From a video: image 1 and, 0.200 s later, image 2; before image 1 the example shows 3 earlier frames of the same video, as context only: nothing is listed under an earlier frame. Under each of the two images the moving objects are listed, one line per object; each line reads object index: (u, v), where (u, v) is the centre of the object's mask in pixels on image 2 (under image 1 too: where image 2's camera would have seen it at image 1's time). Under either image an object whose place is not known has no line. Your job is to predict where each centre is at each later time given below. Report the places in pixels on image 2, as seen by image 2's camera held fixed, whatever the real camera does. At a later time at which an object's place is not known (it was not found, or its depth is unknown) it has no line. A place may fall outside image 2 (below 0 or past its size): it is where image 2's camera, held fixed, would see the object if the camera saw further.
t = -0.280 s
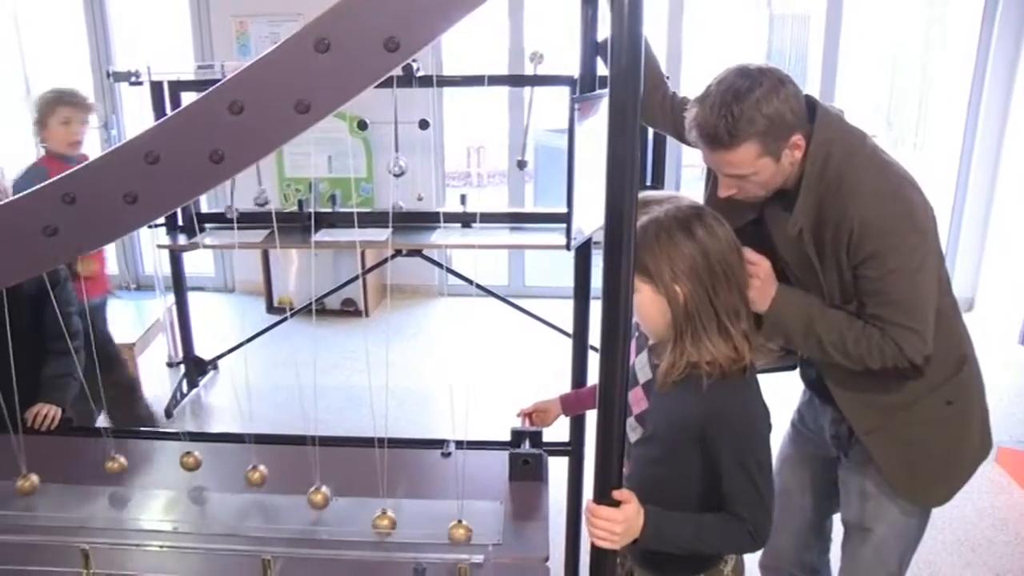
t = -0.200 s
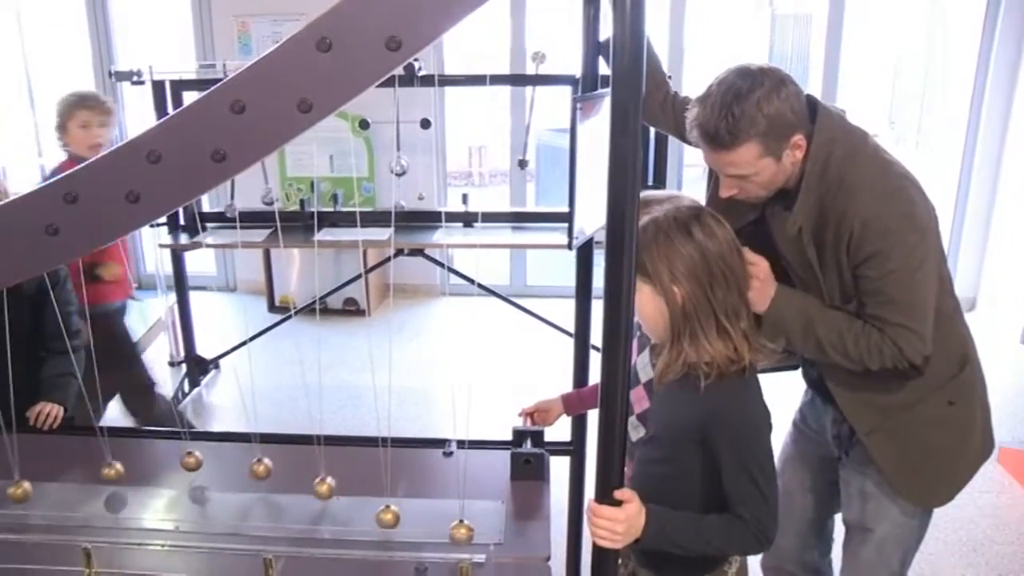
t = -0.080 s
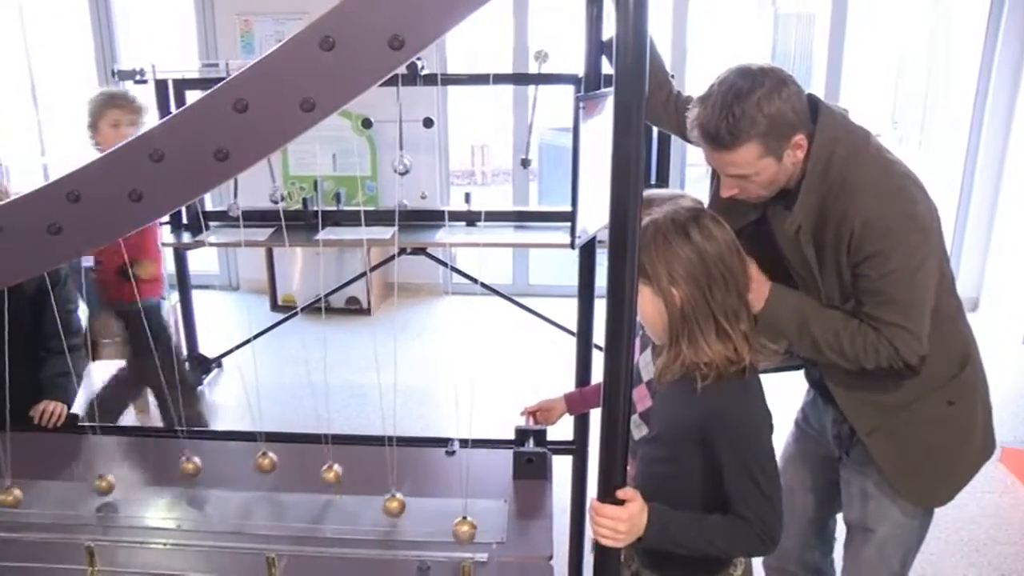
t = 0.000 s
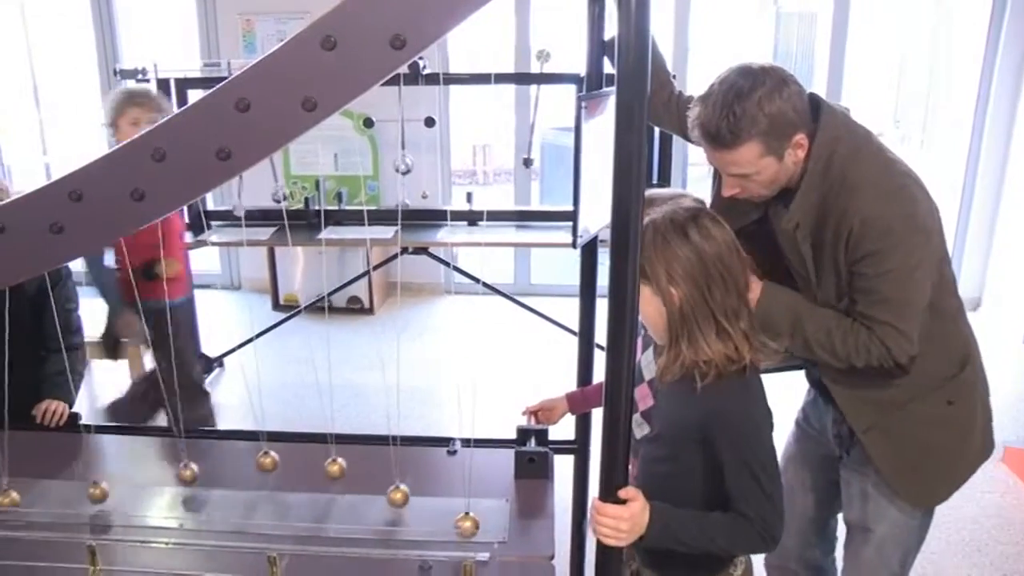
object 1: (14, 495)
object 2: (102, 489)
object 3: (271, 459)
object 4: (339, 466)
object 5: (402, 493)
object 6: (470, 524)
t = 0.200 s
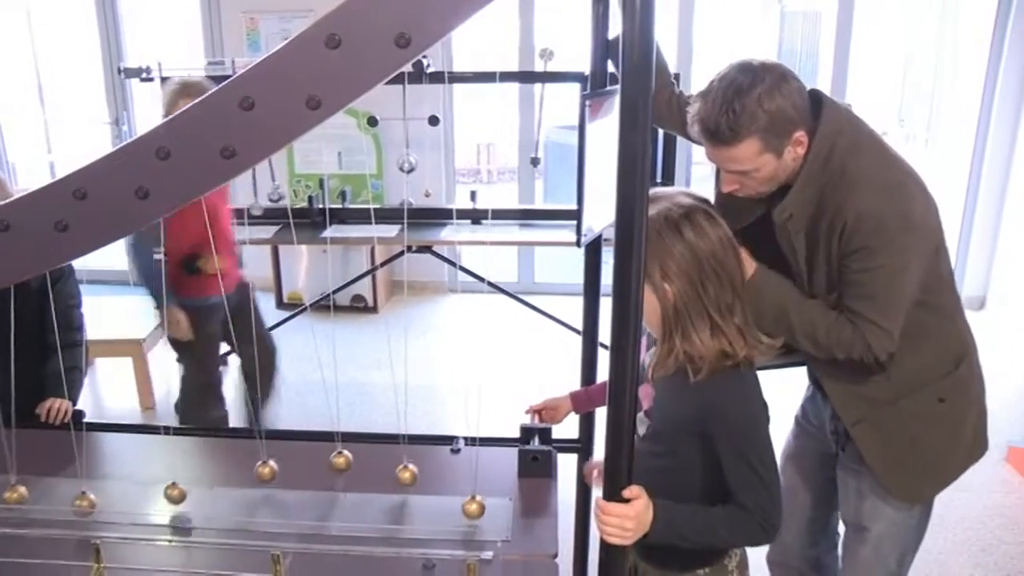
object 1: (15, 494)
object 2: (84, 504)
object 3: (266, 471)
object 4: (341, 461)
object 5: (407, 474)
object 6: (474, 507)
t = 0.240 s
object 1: (19, 493)
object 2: (82, 505)
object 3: (264, 474)
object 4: (341, 461)
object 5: (408, 471)
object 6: (474, 503)
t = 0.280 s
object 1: (22, 491)
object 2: (82, 505)
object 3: (263, 477)
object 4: (340, 462)
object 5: (408, 468)
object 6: (474, 499)
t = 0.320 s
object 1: (26, 487)
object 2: (81, 505)
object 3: (260, 481)
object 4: (340, 464)
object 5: (409, 466)
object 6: (475, 495)
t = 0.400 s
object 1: (36, 480)
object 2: (83, 504)
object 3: (254, 490)
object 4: (338, 469)
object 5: (409, 463)
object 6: (475, 488)
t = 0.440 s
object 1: (41, 475)
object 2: (86, 502)
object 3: (252, 495)
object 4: (336, 472)
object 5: (410, 463)
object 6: (476, 484)
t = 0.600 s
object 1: (57, 459)
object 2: (99, 491)
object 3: (241, 509)
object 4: (329, 489)
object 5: (409, 466)
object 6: (477, 471)
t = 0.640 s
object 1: (59, 455)
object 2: (103, 487)
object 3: (240, 512)
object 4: (327, 493)
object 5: (408, 468)
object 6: (477, 469)
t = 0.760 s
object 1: (64, 449)
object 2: (115, 474)
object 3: (236, 516)
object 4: (322, 505)
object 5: (406, 477)
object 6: (478, 466)
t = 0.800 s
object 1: (65, 449)
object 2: (118, 470)
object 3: (236, 516)
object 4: (321, 509)
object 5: (405, 479)
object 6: (478, 466)
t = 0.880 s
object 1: (63, 450)
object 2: (125, 462)
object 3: (236, 516)
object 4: (317, 512)
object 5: (403, 489)
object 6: (478, 467)
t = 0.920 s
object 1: (62, 452)
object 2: (127, 459)
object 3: (237, 515)
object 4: (316, 515)
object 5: (401, 492)
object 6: (478, 468)
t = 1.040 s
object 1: (53, 463)
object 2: (131, 453)
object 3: (243, 507)
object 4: (314, 519)
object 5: (398, 505)
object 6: (478, 475)
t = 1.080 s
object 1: (49, 467)
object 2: (131, 453)
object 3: (245, 505)
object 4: (314, 520)
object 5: (396, 508)
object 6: (477, 477)
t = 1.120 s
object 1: (45, 471)
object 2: (130, 453)
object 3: (247, 501)
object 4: (314, 520)
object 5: (395, 512)
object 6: (477, 481)
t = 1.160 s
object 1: (40, 476)
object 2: (129, 454)
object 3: (250, 497)
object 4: (314, 519)
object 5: (394, 514)
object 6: (476, 484)
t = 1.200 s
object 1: (36, 479)
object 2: (128, 457)
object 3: (253, 493)
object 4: (315, 517)
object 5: (393, 517)
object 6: (476, 487)
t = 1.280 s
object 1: (26, 487)
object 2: (124, 463)
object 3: (258, 484)
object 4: (317, 512)
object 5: (392, 522)
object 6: (475, 495)
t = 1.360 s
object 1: (17, 493)
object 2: (117, 471)
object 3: (263, 476)
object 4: (320, 507)
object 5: (391, 524)
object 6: (474, 503)
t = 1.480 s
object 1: (11, 496)
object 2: (105, 484)
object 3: (268, 465)
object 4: (327, 495)
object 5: (391, 524)
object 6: (471, 514)
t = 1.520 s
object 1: (10, 496)
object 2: (102, 488)
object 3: (269, 463)
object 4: (329, 491)
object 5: (392, 523)
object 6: (470, 516)
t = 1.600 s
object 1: (12, 495)
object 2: (94, 495)
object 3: (271, 460)
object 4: (333, 482)
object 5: (393, 520)
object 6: (469, 522)
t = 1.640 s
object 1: (14, 494)
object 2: (91, 498)
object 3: (271, 459)
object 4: (334, 478)
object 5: (394, 515)
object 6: (469, 525)
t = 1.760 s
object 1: (24, 489)
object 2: (83, 504)
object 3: (270, 461)
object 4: (338, 467)
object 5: (397, 507)
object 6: (468, 528)
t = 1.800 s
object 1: (30, 485)
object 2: (82, 504)
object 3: (269, 463)
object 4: (339, 465)
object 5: (398, 503)
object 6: (469, 528)
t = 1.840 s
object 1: (34, 481)
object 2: (82, 504)
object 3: (268, 466)
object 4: (340, 463)
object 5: (400, 499)
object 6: (469, 528)
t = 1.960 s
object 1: (48, 468)
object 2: (85, 503)
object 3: (263, 476)
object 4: (341, 460)
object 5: (403, 487)
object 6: (470, 526)
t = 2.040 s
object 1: (56, 458)
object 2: (91, 498)
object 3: (257, 484)
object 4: (340, 461)
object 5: (405, 478)
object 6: (470, 522)
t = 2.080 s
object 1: (59, 456)
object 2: (94, 495)
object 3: (255, 489)
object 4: (339, 462)
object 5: (406, 476)
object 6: (471, 518)
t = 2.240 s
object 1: (64, 448)
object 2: (110, 479)
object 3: (245, 505)
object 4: (335, 473)
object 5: (409, 465)
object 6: (473, 504)
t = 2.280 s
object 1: (64, 448)
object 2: (114, 475)
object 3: (242, 508)
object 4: (334, 477)
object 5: (409, 464)
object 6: (473, 501)
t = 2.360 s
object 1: (62, 451)
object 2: (121, 466)
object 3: (239, 513)
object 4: (330, 486)
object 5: (409, 463)
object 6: (474, 493)
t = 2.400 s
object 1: (60, 454)
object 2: (124, 463)
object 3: (238, 514)
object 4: (329, 490)
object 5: (409, 462)
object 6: (474, 489)
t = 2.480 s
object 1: (54, 460)
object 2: (128, 457)
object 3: (236, 516)
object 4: (325, 499)
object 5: (409, 465)
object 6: (476, 483)
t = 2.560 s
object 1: (46, 469)
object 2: (130, 454)
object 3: (236, 516)
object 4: (321, 506)
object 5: (407, 469)
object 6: (477, 476)
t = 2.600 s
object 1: (42, 473)
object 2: (130, 453)
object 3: (237, 515)
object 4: (320, 509)
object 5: (406, 472)
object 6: (476, 472)
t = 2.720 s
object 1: (27, 486)
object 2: (128, 456)
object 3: (242, 509)
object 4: (315, 514)
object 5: (404, 482)
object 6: (477, 467)
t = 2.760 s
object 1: (23, 490)
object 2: (126, 459)
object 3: (244, 506)
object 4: (314, 519)
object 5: (402, 486)
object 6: (478, 466)
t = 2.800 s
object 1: (19, 492)
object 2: (124, 463)
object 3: (246, 502)
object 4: (313, 520)
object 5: (401, 491)
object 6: (478, 466)
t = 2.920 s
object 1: (12, 495)
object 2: (114, 475)
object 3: (255, 489)
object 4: (314, 519)
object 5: (398, 503)
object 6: (478, 468)
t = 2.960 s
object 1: (11, 496)
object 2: (111, 480)
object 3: (257, 485)
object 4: (314, 519)
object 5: (397, 507)
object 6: (478, 469)
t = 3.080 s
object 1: (14, 495)
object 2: (99, 492)
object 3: (264, 473)
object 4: (318, 511)
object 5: (394, 516)
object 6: (477, 476)
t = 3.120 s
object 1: (17, 493)
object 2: (95, 495)
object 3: (266, 470)
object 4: (320, 510)
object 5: (393, 518)
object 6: (477, 479)
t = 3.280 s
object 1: (32, 482)
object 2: (83, 504)
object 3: (271, 461)
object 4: (327, 494)
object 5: (392, 522)
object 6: (474, 494)
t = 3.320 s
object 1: (38, 477)
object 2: (82, 505)
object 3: (271, 460)
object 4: (329, 489)
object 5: (392, 523)
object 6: (474, 498)
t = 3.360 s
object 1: (43, 473)
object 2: (82, 505)
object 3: (271, 460)
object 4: (331, 485)
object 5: (391, 523)
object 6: (473, 502)
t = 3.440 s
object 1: (51, 465)
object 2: (83, 504)
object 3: (270, 461)
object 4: (334, 476)
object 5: (392, 522)
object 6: (472, 509)
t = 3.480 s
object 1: (55, 460)
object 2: (85, 503)
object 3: (269, 462)
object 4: (335, 473)
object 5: (393, 520)
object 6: (471, 513)
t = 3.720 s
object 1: (65, 449)
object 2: (103, 485)
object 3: (258, 484)
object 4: (340, 460)
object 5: (399, 501)
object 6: (469, 526)
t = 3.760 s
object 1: (64, 450)
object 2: (110, 481)
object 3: (256, 488)
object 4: (340, 460)
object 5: (400, 497)
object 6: (468, 527)
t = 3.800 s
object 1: (63, 451)
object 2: (113, 476)
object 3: (253, 492)
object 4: (340, 460)
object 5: (401, 493)
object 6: (469, 527)
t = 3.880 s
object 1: (58, 456)
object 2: (120, 468)
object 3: (248, 501)
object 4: (339, 463)
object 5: (403, 484)
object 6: (469, 527)
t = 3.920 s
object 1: (55, 459)
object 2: (123, 464)
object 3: (245, 504)
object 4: (338, 466)
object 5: (405, 480)
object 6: (469, 527)
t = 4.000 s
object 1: (47, 468)
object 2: (128, 458)
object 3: (241, 510)
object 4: (336, 472)
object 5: (407, 473)
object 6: (470, 525)
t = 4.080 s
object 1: (38, 476)
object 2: (130, 454)
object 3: (238, 514)
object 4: (333, 478)
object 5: (408, 468)
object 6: (471, 519)
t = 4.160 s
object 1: (29, 484)
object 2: (130, 454)
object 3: (236, 516)
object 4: (330, 488)
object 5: (409, 464)
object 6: (471, 515)
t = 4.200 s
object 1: (25, 488)
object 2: (129, 455)
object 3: (236, 516)
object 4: (328, 492)
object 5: (409, 463)
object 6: (471, 511)
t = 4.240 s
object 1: (21, 491)
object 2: (128, 457)
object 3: (236, 516)
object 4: (326, 496)
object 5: (409, 463)
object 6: (472, 507)
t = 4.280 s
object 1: (17, 493)
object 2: (127, 459)
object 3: (237, 515)
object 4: (324, 500)
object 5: (409, 463)
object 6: (473, 503)
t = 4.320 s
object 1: (15, 495)
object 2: (124, 462)
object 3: (238, 514)
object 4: (322, 504)
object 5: (409, 463)
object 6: (473, 500)
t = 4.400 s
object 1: (11, 495)
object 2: (118, 470)
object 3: (241, 510)
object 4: (318, 510)
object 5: (408, 466)
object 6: (474, 491)
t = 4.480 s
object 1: (12, 495)
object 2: (112, 479)
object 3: (246, 503)
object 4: (316, 515)
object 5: (407, 471)
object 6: (475, 484)
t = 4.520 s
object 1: (13, 495)
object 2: (108, 483)
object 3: (248, 500)
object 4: (315, 517)
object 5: (406, 474)
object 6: (475, 481)
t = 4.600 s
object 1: (19, 492)
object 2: (99, 491)
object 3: (254, 491)
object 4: (314, 519)
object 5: (404, 481)
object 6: (477, 474)
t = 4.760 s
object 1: (37, 479)
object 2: (86, 502)
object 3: (263, 475)
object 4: (315, 518)
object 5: (400, 498)
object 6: (478, 467)
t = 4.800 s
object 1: (41, 475)
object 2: (84, 503)
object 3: (265, 471)
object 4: (316, 516)
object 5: (399, 502)
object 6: (478, 466)
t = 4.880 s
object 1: (49, 466)
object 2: (82, 505)
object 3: (268, 465)
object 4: (319, 511)
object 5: (396, 510)
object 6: (478, 466)
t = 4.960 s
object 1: (56, 458)
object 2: (83, 505)
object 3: (270, 461)
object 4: (322, 505)
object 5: (395, 514)
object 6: (478, 468)
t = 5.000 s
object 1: (59, 455)
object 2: (85, 502)
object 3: (271, 460)
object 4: (324, 501)
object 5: (393, 516)
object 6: (478, 470)
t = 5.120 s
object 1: (64, 449)
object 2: (93, 497)
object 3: (270, 461)
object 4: (329, 488)
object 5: (392, 520)
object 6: (477, 477)
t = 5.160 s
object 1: (64, 448)
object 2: (97, 493)
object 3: (269, 462)
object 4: (331, 484)
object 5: (391, 522)
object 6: (476, 480)
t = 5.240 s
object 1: (63, 450)
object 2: (105, 486)
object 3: (267, 468)
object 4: (335, 475)
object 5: (391, 522)
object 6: (475, 488)
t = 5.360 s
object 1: (56, 459)
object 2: (116, 472)
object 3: (261, 478)
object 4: (339, 467)
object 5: (392, 520)
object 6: (473, 500)
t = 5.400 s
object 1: (53, 463)
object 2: (119, 469)
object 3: (259, 483)
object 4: (339, 464)
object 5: (392, 516)
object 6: (472, 504)
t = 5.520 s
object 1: (40, 475)
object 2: (127, 458)
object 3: (251, 495)
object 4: (340, 461)
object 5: (396, 510)
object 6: (471, 514)
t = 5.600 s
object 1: (31, 483)
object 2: (130, 454)
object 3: (246, 503)
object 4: (340, 462)
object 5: (399, 503)
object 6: (469, 520)
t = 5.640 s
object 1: (26, 487)
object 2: (130, 454)
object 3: (244, 506)
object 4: (340, 463)
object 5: (400, 499)
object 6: (469, 523)
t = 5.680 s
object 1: (22, 490)
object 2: (130, 454)
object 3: (242, 510)
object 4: (339, 465)
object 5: (401, 495)
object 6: (469, 526)
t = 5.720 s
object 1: (19, 492)
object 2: (129, 454)
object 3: (240, 512)
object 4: (338, 467)
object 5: (402, 490)
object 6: (469, 527)
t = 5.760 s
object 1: (16, 494)
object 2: (128, 456)
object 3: (238, 514)
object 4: (337, 470)
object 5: (403, 487)
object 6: (469, 528)
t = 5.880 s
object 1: (11, 497)
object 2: (122, 465)
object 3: (236, 516)
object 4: (333, 480)
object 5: (406, 475)
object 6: (469, 528)
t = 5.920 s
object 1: (12, 496)
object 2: (119, 469)
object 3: (237, 516)
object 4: (331, 485)
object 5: (407, 472)
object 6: (469, 528)
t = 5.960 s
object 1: (13, 496)
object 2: (116, 473)
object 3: (237, 515)
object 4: (329, 489)
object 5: (408, 469)
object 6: (469, 527)
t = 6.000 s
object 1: (16, 494)
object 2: (112, 478)
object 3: (238, 514)
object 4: (327, 493)
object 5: (408, 467)
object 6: (470, 526)
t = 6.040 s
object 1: (19, 492)
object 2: (108, 481)
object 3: (239, 512)
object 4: (326, 497)
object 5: (409, 465)
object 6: (470, 524)
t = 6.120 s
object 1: (27, 487)
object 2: (100, 490)
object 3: (243, 507)
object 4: (322, 506)
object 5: (409, 463)
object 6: (471, 518)
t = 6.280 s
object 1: (44, 472)
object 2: (87, 501)
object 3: (254, 492)
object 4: (316, 516)
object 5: (408, 466)
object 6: (473, 505)
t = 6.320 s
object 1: (48, 468)
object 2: (85, 503)
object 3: (256, 488)
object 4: (315, 517)
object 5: (408, 468)
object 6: (473, 502)
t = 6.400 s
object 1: (56, 459)
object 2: (83, 504)
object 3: (261, 479)
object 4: (314, 518)
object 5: (406, 473)
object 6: (474, 494)
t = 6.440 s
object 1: (58, 456)
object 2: (83, 503)
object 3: (263, 476)
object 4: (314, 519)
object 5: (405, 477)
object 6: (475, 490)
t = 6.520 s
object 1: (62, 451)
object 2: (85, 502)
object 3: (267, 469)
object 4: (315, 518)
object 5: (404, 484)
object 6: (475, 482)
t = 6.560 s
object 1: (63, 449)
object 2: (87, 501)
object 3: (268, 466)
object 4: (315, 516)
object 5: (402, 488)
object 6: (475, 479)
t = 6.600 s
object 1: (64, 449)
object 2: (90, 498)
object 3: (269, 463)
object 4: (317, 513)
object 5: (401, 492)
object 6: (476, 476)
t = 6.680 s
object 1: (63, 450)
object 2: (96, 493)
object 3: (270, 461)
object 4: (320, 509)
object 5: (399, 500)
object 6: (477, 471)
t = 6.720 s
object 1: (62, 452)
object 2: (100, 489)
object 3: (271, 460)
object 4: (321, 507)
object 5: (398, 505)
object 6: (477, 469)
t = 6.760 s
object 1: (60, 454)
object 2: (103, 486)
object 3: (271, 460)
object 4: (323, 503)
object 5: (397, 509)
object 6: (477, 467)
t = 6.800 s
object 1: (57, 457)
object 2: (108, 482)
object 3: (270, 461)
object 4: (325, 499)
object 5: (396, 512)
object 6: (478, 466)
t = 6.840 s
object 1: (54, 461)
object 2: (112, 477)
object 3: (270, 462)
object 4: (327, 494)
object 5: (395, 513)
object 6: (478, 466)
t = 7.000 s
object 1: (36, 478)
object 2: (124, 462)
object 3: (264, 473)
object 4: (334, 478)
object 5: (392, 520)
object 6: (477, 469)
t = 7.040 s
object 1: (32, 482)
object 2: (126, 459)
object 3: (262, 477)
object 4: (335, 474)
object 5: (391, 521)
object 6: (478, 471)
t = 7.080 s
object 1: (27, 485)
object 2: (128, 457)
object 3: (260, 481)
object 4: (336, 471)
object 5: (391, 521)
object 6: (477, 473)
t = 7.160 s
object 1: (19, 491)
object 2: (129, 454)
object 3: (255, 490)
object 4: (339, 465)
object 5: (391, 521)
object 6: (476, 478)
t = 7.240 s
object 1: (14, 494)
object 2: (129, 455)
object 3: (249, 498)
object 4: (340, 462)
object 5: (392, 519)
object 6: (475, 485)
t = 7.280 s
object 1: (12, 495)
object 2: (128, 456)
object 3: (247, 502)
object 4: (340, 461)
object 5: (393, 518)
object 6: (474, 489)
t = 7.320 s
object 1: (11, 496)
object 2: (127, 458)
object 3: (245, 506)
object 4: (341, 461)
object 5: (394, 515)
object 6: (474, 493)
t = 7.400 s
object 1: (12, 495)
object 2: (122, 465)
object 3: (241, 511)
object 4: (340, 462)
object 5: (396, 511)
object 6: (474, 501)
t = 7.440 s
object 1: (14, 495)
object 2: (119, 469)
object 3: (239, 514)
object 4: (340, 464)
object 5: (398, 507)
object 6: (473, 505)
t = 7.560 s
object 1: (24, 488)
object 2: (109, 482)
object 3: (237, 517)
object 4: (337, 472)
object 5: (402, 496)
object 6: (472, 515)
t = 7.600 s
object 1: (28, 486)
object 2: (105, 486)
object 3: (237, 517)
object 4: (336, 476)
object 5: (403, 492)
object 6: (472, 519)
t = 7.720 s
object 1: (41, 474)
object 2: (93, 496)
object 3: (239, 514)
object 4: (331, 487)
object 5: (407, 480)
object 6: (471, 526)
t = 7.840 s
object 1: (53, 460)
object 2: (85, 501)
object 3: (245, 506)
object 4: (326, 500)
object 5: (409, 471)
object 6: (471, 528)
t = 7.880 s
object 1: (56, 458)
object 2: (83, 505)
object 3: (247, 502)
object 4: (324, 504)
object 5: (410, 469)
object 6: (471, 529)
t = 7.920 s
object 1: (58, 455)
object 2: (81, 506)
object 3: (250, 499)
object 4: (322, 508)
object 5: (410, 467)
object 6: (471, 529)
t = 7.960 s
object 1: (60, 453)
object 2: (81, 506)
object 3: (253, 495)
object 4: (320, 511)
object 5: (410, 465)
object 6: (471, 529)
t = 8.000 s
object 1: (61, 451)
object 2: (81, 506)
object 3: (255, 491)
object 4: (319, 512)
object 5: (410, 464)
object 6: (471, 527)
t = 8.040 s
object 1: (62, 450)
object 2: (83, 504)
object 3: (258, 486)
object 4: (317, 515)
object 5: (410, 464)
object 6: (471, 526)
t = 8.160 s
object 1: (60, 453)
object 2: (91, 498)
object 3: (265, 475)
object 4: (314, 520)
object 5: (410, 466)
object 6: (472, 518)
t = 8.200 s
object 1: (58, 455)
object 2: (95, 495)
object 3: (266, 471)
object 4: (314, 520)
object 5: (409, 468)
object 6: (472, 515)
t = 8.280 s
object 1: (53, 461)
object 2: (103, 489)
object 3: (269, 465)
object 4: (315, 519)
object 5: (408, 473)
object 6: (473, 509)
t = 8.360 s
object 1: (45, 469)
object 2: (110, 479)
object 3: (270, 462)
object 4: (316, 518)
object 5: (406, 479)
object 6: (474, 501)
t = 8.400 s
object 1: (41, 473)
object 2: (114, 475)
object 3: (271, 461)
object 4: (318, 515)
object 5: (405, 482)
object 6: (475, 497)
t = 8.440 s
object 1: (36, 477)
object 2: (117, 471)
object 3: (270, 461)
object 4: (319, 512)
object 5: (404, 487)
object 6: (475, 492)
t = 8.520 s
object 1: (27, 485)
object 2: (123, 463)
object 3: (270, 463)
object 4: (322, 507)
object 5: (402, 495)
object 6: (475, 483)
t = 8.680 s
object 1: (13, 495)
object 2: (128, 455)
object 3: (265, 474)
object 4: (330, 490)
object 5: (398, 511)
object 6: (478, 471)
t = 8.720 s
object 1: (11, 496)
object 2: (128, 455)
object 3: (263, 477)
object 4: (332, 486)
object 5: (397, 513)
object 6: (478, 469)
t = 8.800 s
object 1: (9, 497)
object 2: (127, 457)
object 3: (258, 486)
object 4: (335, 478)
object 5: (394, 517)
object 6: (479, 466)
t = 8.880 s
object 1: (11, 497)
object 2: (124, 462)
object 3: (253, 494)
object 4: (338, 471)
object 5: (393, 520)
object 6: (479, 466)
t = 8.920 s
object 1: (14, 495)
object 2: (121, 465)
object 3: (251, 498)
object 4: (339, 468)
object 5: (392, 521)
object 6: (479, 466)
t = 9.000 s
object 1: (21, 490)
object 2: (115, 473)
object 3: (246, 506)
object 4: (341, 464)
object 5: (392, 521)
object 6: (478, 467)
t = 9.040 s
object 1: (25, 488)
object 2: (112, 477)
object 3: (243, 509)
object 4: (341, 463)
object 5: (392, 521)
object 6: (478, 469)
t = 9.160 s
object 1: (39, 476)
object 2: (101, 490)
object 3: (238, 516)
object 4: (341, 463)
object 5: (394, 518)
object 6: (477, 476)
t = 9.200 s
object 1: (43, 472)
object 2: (97, 494)
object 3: (237, 517)
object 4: (341, 464)
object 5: (394, 517)
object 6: (476, 480)
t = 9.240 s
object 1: (47, 468)
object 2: (93, 496)
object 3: (236, 517)
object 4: (340, 466)
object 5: (396, 515)
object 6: (476, 483)
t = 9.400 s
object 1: (59, 454)
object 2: (81, 505)
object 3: (238, 515)
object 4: (335, 477)
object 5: (400, 502)
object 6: (474, 499)
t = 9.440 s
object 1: (60, 452)
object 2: (81, 506)
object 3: (240, 513)
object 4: (333, 481)
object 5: (401, 499)
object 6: (474, 503)
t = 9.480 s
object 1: (61, 451)
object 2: (80, 506)
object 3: (241, 510)
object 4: (332, 485)
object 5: (402, 494)
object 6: (473, 507)
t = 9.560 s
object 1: (61, 451)
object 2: (81, 505)
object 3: (246, 505)
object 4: (328, 493)
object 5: (404, 486)
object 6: (472, 514)
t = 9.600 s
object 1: (60, 453)
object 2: (84, 503)
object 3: (249, 501)
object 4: (327, 497)
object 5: (405, 482)
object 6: (472, 516)
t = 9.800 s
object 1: (46, 468)
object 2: (101, 489)
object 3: (261, 480)
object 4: (318, 513)
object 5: (409, 467)
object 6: (471, 527)
